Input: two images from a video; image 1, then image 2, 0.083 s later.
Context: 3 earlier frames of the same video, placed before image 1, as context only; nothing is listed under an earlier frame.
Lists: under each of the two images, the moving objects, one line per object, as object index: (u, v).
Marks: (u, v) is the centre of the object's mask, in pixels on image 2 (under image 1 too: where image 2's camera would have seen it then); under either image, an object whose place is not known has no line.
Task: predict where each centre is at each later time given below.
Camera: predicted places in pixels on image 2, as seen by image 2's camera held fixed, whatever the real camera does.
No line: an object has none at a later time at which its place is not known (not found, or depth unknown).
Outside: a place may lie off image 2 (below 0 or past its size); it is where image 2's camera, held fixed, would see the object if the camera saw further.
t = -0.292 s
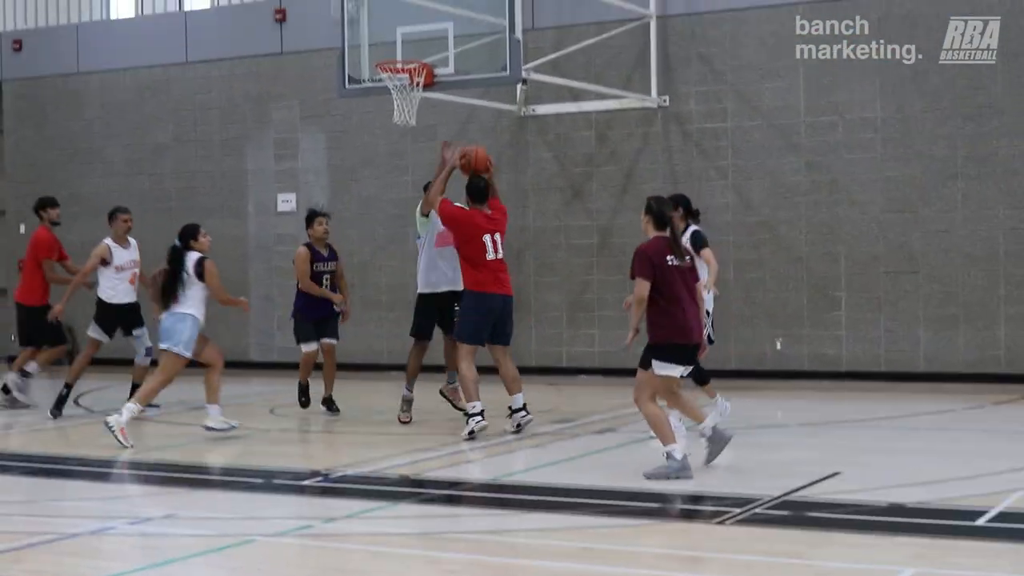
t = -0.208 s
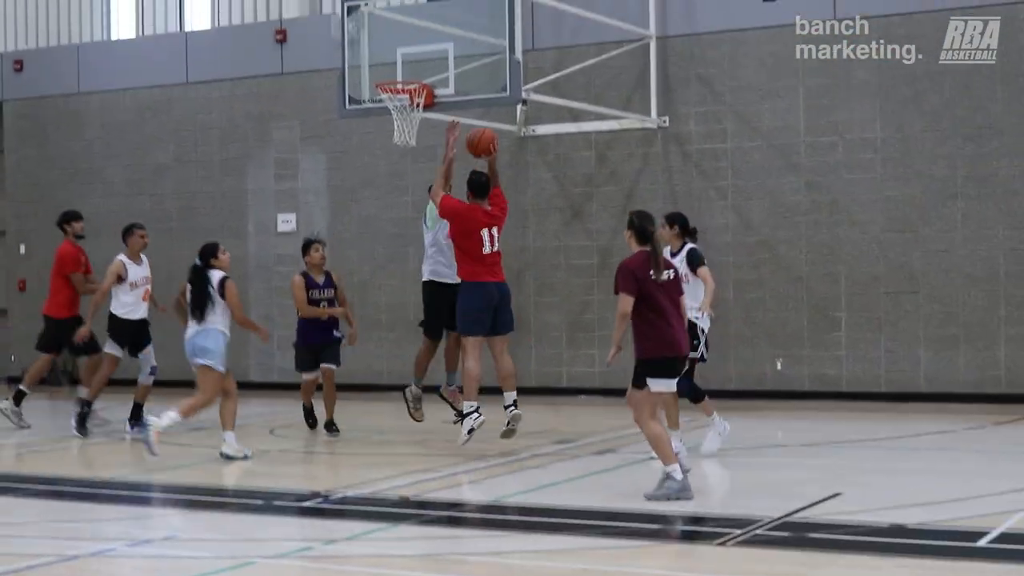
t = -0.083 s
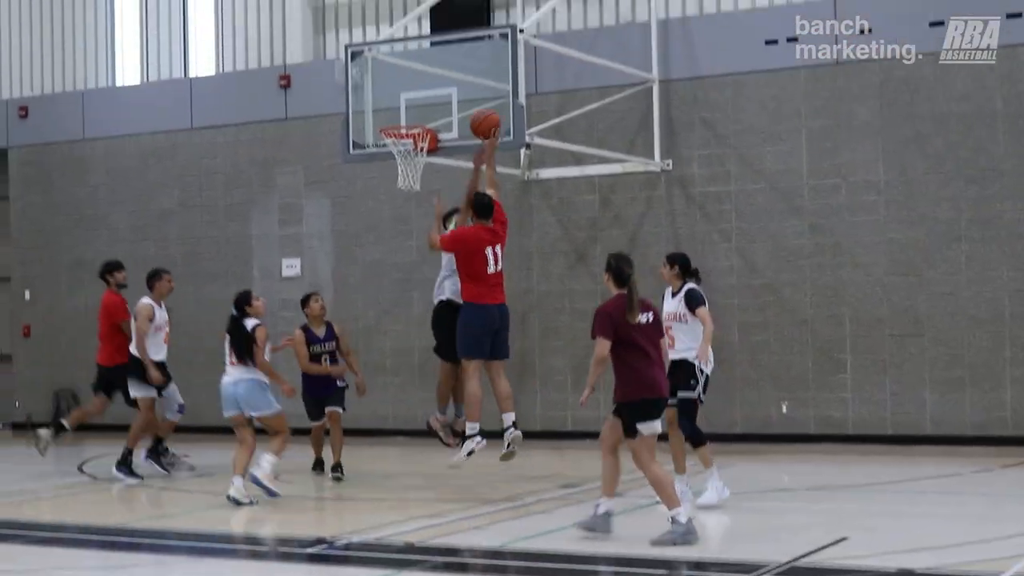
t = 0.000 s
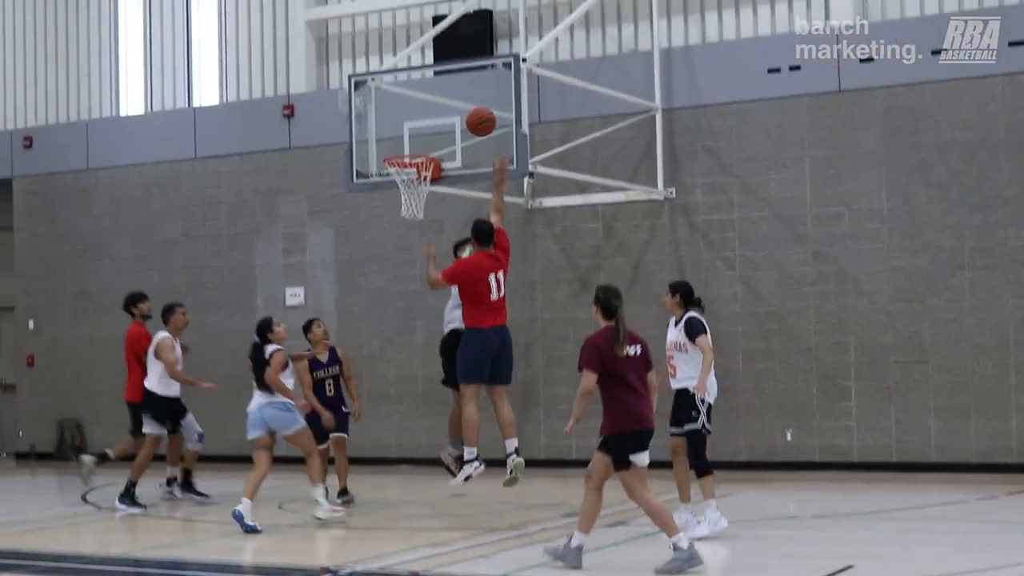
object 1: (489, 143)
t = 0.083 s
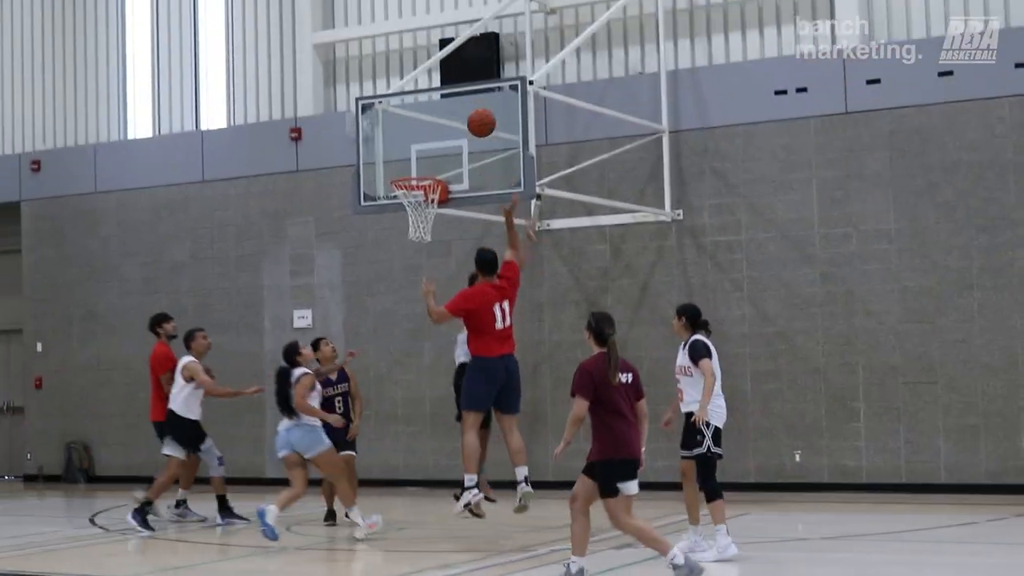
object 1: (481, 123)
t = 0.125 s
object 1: (478, 117)
